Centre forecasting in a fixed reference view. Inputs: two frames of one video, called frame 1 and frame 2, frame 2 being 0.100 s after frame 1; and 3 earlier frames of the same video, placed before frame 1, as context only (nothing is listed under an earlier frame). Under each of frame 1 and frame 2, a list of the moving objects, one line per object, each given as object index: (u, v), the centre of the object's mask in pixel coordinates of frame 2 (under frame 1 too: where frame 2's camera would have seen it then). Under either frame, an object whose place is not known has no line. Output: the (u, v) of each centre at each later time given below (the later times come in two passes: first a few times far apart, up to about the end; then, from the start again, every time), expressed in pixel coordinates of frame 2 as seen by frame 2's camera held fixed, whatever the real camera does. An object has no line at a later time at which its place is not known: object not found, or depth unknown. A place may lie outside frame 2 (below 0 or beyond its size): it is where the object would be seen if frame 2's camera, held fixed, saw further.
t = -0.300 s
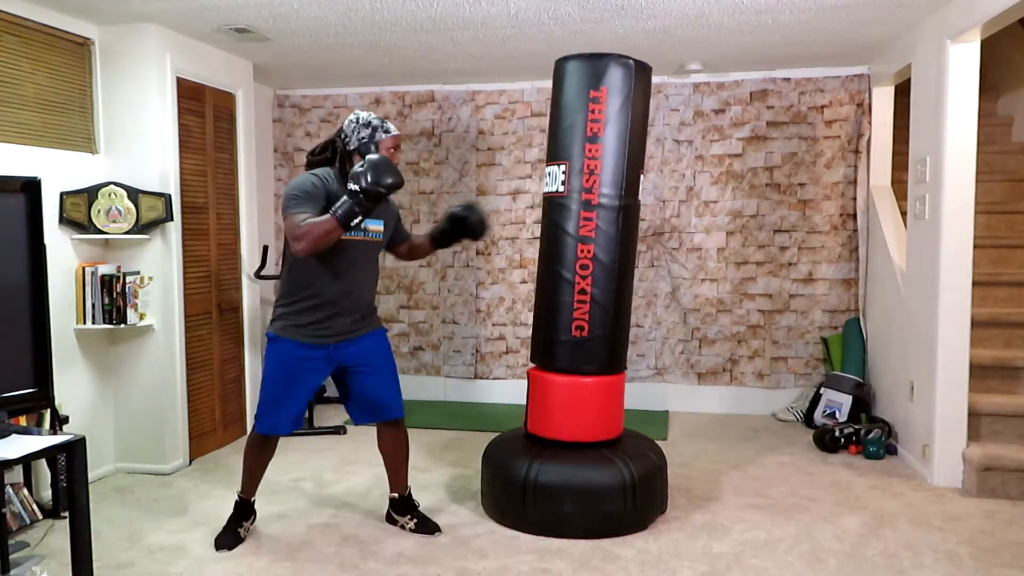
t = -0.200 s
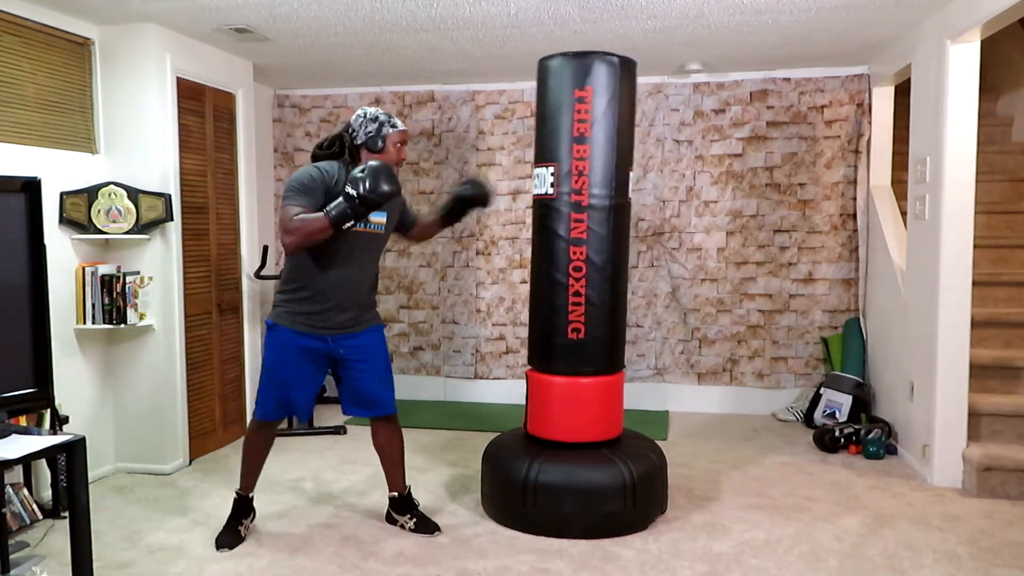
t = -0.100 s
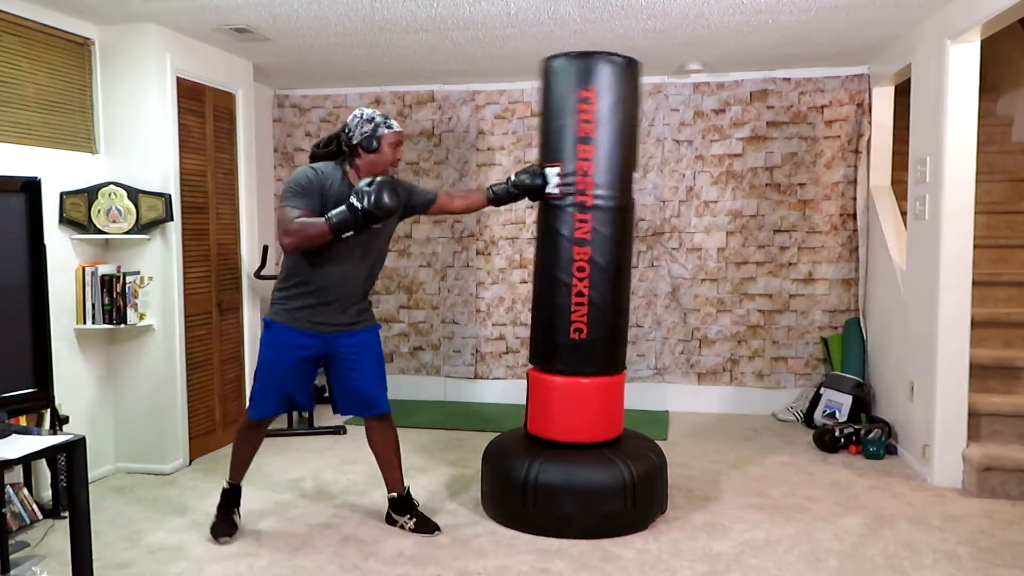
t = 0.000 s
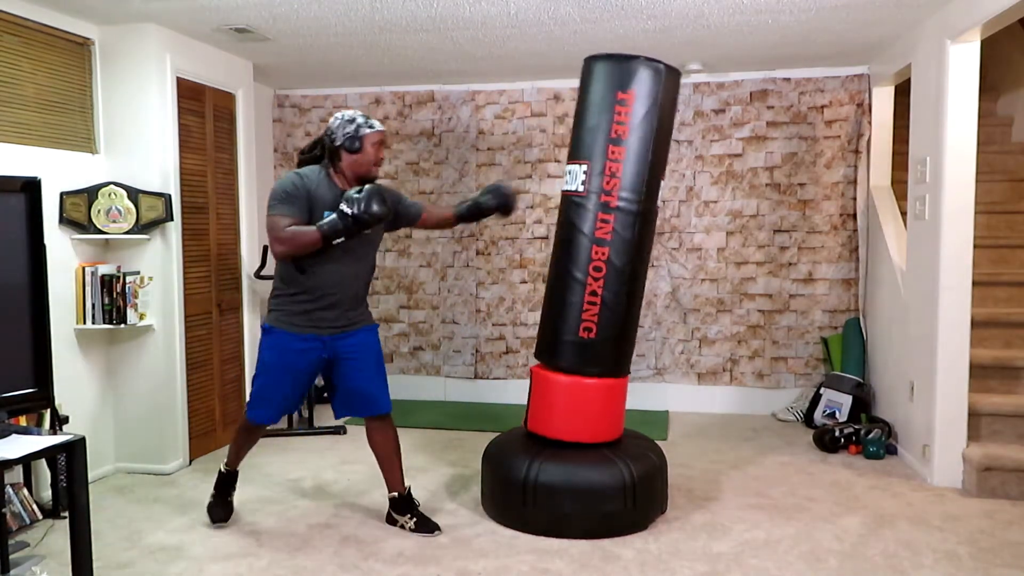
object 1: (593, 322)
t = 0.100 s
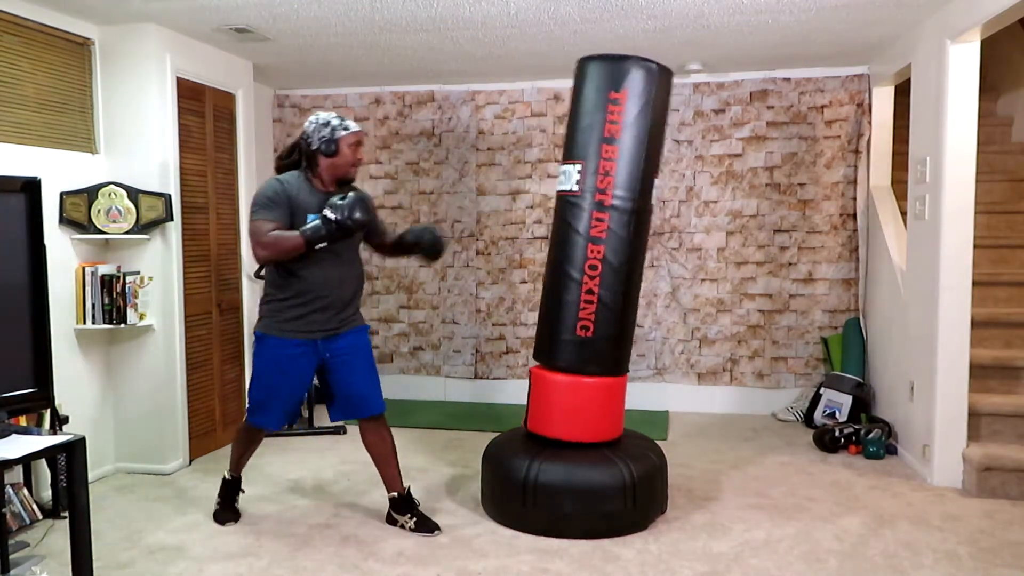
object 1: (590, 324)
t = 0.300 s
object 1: (564, 323)
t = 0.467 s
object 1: (567, 321)
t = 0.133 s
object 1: (586, 324)
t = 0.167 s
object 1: (581, 324)
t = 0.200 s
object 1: (576, 323)
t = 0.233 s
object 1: (571, 324)
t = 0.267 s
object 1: (567, 324)
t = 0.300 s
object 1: (564, 323)
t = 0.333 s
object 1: (562, 322)
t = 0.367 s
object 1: (561, 322)
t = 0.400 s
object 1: (562, 322)
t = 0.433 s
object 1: (564, 321)
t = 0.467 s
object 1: (567, 321)
